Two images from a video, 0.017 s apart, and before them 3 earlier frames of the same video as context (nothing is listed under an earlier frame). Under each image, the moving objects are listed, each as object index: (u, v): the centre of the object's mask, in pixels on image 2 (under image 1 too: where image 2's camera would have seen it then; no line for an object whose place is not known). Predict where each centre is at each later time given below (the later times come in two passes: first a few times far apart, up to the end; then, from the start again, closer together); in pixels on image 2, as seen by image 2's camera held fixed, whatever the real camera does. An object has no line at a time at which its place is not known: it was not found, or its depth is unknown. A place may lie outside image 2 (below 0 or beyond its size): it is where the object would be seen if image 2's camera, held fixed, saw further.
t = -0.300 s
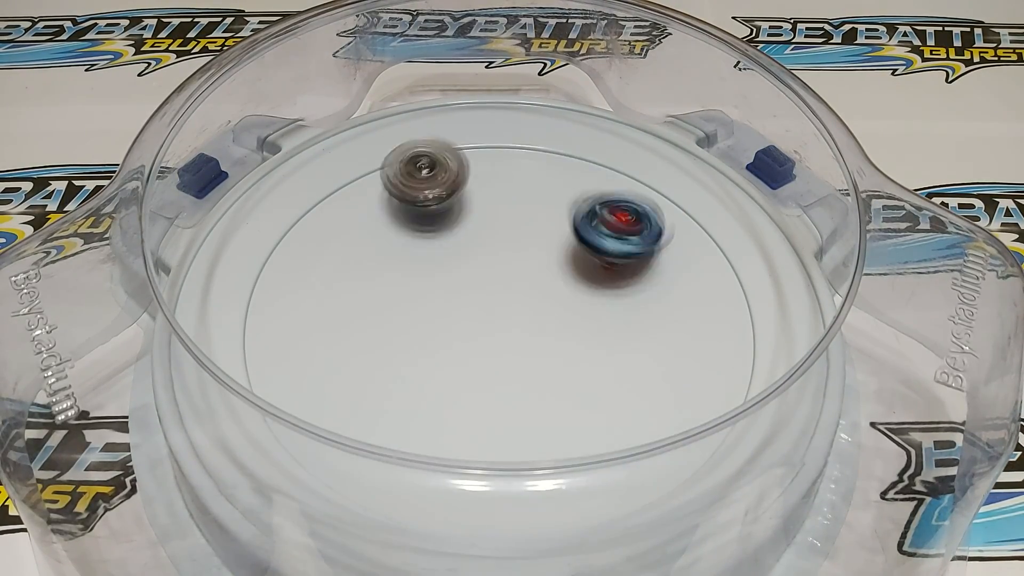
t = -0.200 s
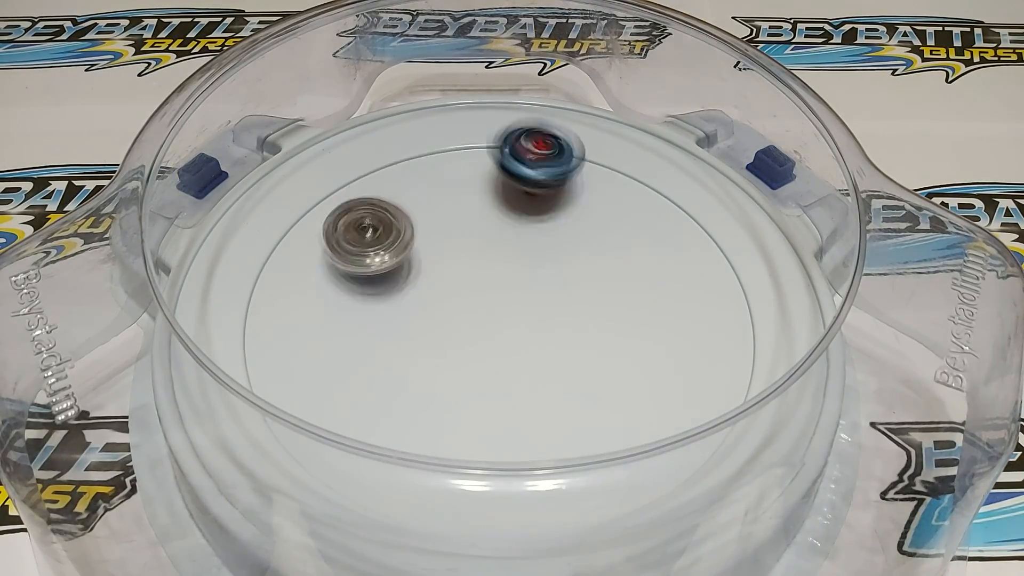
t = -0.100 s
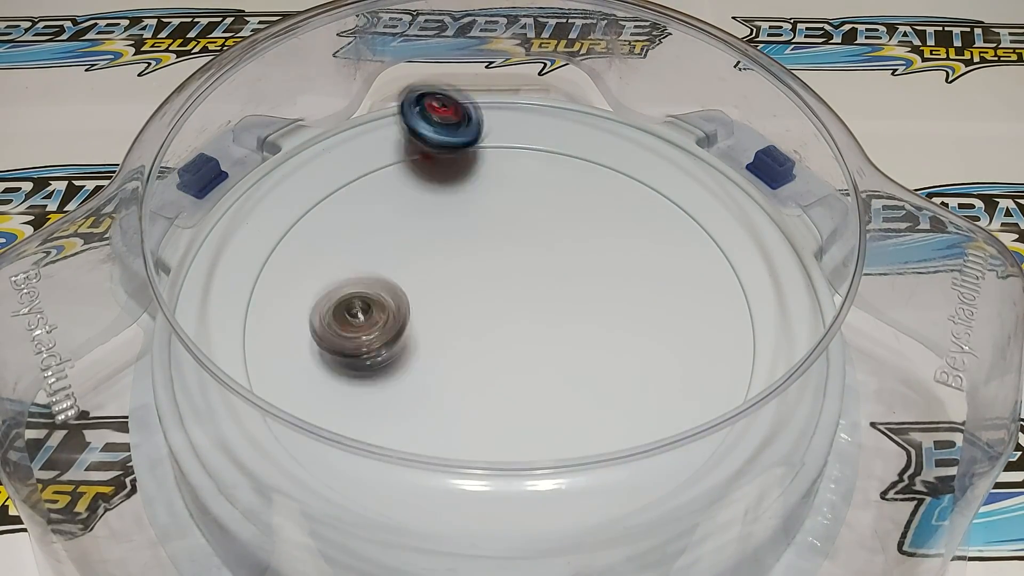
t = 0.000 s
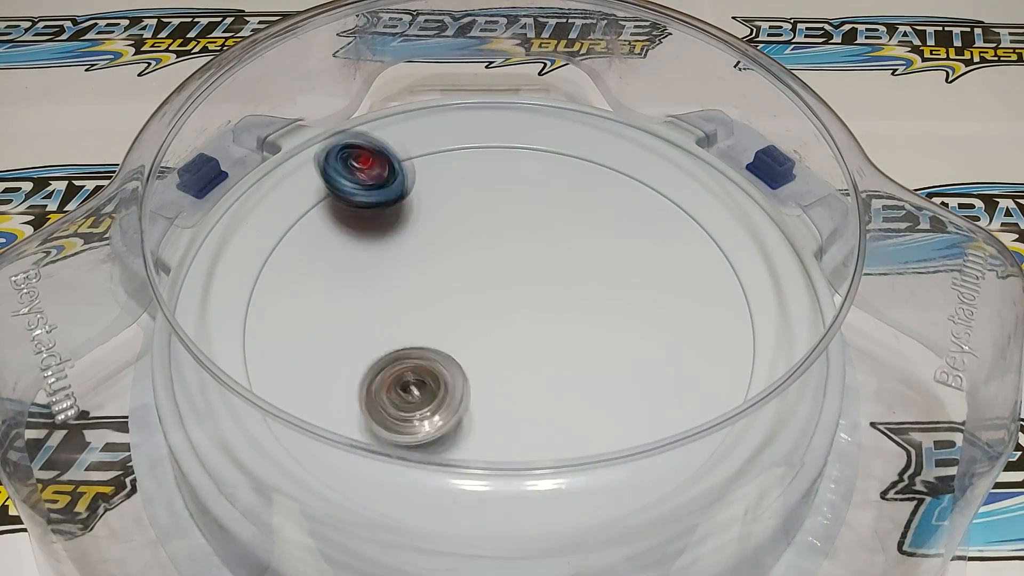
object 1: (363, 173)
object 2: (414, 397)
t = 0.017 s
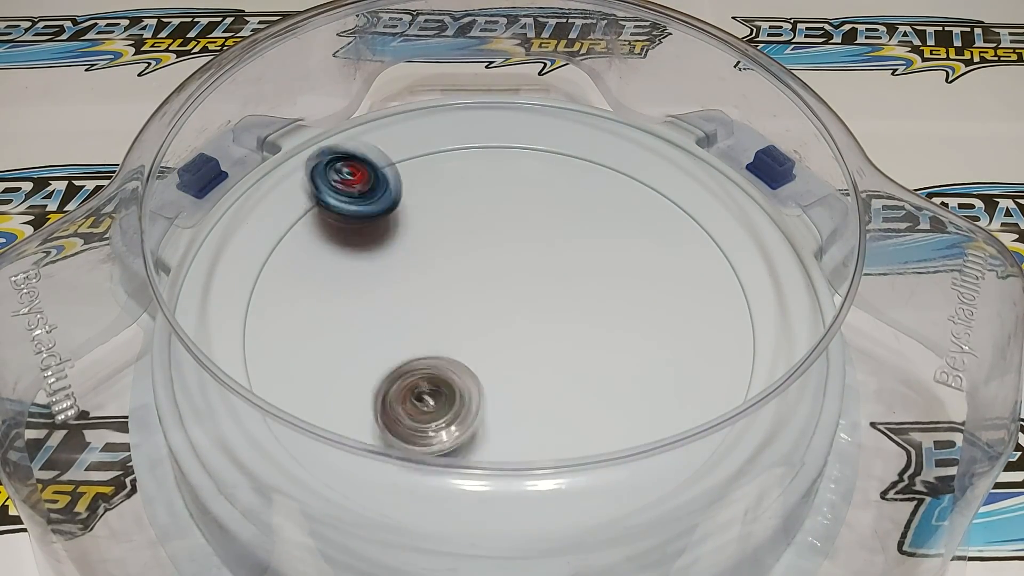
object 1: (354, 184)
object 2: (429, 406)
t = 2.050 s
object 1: (319, 221)
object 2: (425, 219)
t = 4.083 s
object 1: (517, 297)
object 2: (452, 209)
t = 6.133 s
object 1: (491, 191)
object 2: (458, 389)
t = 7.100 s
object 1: (550, 337)
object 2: (445, 215)
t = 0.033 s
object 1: (343, 195)
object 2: (446, 414)
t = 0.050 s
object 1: (334, 210)
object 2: (462, 417)
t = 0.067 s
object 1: (327, 220)
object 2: (477, 420)
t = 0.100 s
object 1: (316, 249)
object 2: (511, 424)
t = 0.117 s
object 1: (310, 261)
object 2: (528, 424)
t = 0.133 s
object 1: (311, 276)
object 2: (544, 424)
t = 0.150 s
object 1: (309, 289)
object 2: (562, 422)
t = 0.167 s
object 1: (315, 305)
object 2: (579, 420)
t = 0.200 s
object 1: (329, 334)
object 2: (609, 412)
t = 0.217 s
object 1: (338, 344)
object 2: (623, 406)
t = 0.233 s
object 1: (352, 359)
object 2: (636, 401)
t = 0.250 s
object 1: (366, 368)
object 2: (645, 395)
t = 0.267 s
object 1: (384, 379)
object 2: (658, 386)
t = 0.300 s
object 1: (422, 396)
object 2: (674, 366)
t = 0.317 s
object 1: (441, 401)
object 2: (680, 355)
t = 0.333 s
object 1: (466, 404)
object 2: (683, 343)
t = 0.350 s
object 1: (486, 404)
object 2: (685, 332)
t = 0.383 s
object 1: (530, 401)
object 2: (685, 311)
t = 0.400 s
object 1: (554, 393)
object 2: (683, 301)
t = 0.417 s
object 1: (573, 386)
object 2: (679, 289)
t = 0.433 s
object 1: (593, 378)
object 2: (674, 278)
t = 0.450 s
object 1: (608, 371)
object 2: (667, 267)
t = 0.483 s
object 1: (639, 347)
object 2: (650, 249)
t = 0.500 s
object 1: (655, 336)
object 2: (639, 242)
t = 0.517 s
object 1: (663, 321)
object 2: (627, 236)
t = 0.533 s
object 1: (674, 306)
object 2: (614, 228)
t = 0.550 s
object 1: (679, 292)
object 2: (600, 222)
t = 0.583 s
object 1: (688, 262)
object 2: (573, 212)
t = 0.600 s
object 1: (691, 248)
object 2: (558, 209)
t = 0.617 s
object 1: (692, 232)
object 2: (544, 207)
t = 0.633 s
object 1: (692, 215)
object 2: (529, 205)
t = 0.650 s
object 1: (690, 203)
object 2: (513, 205)
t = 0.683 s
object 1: (682, 177)
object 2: (484, 206)
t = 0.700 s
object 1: (670, 165)
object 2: (469, 207)
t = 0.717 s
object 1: (657, 160)
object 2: (455, 208)
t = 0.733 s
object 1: (639, 157)
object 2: (442, 213)
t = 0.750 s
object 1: (628, 154)
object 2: (429, 217)
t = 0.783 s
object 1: (597, 148)
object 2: (405, 228)
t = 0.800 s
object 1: (580, 143)
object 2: (394, 236)
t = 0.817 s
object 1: (565, 141)
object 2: (385, 243)
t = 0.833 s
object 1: (549, 140)
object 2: (376, 247)
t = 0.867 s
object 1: (515, 139)
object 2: (360, 265)
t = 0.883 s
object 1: (499, 138)
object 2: (355, 276)
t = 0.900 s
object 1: (479, 141)
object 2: (350, 287)
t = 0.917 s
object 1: (464, 143)
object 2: (346, 297)
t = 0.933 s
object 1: (446, 150)
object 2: (344, 309)
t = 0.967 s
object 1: (416, 165)
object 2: (341, 324)
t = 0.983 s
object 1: (398, 174)
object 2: (342, 336)
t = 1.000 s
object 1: (388, 185)
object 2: (345, 349)
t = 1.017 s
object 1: (373, 196)
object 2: (349, 359)
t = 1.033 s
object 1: (363, 210)
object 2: (354, 370)
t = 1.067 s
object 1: (345, 240)
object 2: (368, 391)
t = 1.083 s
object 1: (340, 257)
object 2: (376, 394)
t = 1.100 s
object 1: (336, 273)
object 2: (387, 403)
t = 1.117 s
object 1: (334, 292)
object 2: (398, 409)
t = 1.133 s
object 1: (337, 309)
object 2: (412, 414)
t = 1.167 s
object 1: (346, 346)
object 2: (438, 421)
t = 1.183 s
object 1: (354, 364)
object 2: (453, 423)
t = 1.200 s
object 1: (365, 384)
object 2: (469, 424)
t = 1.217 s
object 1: (378, 394)
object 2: (490, 425)
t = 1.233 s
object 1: (384, 398)
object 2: (517, 445)
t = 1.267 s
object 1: (390, 405)
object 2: (571, 446)
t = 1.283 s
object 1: (397, 408)
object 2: (597, 443)
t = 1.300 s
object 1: (404, 410)
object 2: (621, 441)
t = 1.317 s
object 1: (414, 412)
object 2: (645, 437)
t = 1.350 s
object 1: (434, 416)
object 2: (680, 427)
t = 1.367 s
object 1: (448, 417)
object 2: (694, 419)
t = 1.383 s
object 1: (459, 416)
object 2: (707, 410)
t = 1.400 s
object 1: (471, 414)
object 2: (716, 396)
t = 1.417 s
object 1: (485, 412)
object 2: (722, 380)
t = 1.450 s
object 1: (510, 397)
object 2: (730, 364)
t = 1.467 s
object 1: (520, 388)
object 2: (733, 353)
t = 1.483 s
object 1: (528, 378)
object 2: (731, 338)
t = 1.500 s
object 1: (537, 368)
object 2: (726, 330)
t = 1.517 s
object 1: (543, 358)
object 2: (722, 320)
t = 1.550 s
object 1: (554, 333)
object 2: (708, 294)
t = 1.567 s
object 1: (555, 322)
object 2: (699, 286)
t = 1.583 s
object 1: (557, 310)
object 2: (690, 276)
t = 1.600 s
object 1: (559, 299)
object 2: (679, 266)
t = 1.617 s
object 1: (556, 288)
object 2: (668, 256)
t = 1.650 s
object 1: (551, 266)
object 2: (646, 240)
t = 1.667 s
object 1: (544, 252)
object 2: (636, 232)
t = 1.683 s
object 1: (534, 246)
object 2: (630, 224)
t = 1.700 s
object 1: (522, 237)
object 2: (626, 215)
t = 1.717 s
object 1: (510, 228)
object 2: (621, 209)
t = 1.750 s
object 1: (489, 211)
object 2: (608, 196)
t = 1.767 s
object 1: (477, 203)
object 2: (600, 190)
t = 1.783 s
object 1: (466, 195)
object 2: (592, 186)
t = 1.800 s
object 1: (456, 189)
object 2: (582, 183)
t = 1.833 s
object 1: (432, 179)
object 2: (563, 174)
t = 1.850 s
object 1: (421, 175)
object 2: (553, 175)
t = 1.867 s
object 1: (408, 173)
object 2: (541, 175)
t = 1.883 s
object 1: (397, 170)
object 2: (530, 174)
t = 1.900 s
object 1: (387, 169)
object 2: (518, 174)
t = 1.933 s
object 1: (364, 171)
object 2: (495, 179)
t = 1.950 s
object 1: (355, 174)
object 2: (484, 182)
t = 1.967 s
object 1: (345, 180)
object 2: (473, 184)
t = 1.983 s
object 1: (337, 184)
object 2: (462, 190)
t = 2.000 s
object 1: (331, 191)
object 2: (452, 198)
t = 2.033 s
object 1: (319, 210)
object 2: (434, 209)
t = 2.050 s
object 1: (319, 221)
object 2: (425, 219)
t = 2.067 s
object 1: (319, 234)
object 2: (418, 230)
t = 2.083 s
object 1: (319, 247)
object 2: (413, 241)
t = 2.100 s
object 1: (319, 257)
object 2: (411, 247)
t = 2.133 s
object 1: (312, 280)
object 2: (416, 275)
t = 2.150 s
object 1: (312, 290)
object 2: (421, 290)
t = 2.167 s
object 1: (314, 302)
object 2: (425, 297)
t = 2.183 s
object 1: (314, 314)
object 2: (429, 310)
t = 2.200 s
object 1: (315, 325)
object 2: (434, 325)
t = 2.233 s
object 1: (326, 347)
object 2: (445, 343)
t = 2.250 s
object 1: (333, 358)
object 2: (452, 355)
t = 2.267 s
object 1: (343, 369)
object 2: (460, 368)
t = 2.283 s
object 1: (355, 380)
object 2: (467, 374)
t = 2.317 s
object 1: (379, 395)
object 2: (485, 390)
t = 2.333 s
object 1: (389, 400)
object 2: (499, 399)
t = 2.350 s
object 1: (397, 404)
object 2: (515, 400)
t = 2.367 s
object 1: (406, 408)
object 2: (534, 406)
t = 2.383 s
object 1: (413, 411)
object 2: (549, 410)
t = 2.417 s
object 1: (436, 416)
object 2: (578, 411)
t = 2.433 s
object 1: (447, 417)
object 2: (592, 410)
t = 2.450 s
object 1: (459, 418)
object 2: (605, 407)
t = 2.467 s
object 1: (473, 416)
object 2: (615, 407)
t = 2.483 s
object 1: (485, 414)
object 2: (627, 403)
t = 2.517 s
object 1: (509, 402)
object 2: (646, 396)
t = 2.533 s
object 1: (520, 392)
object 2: (654, 392)
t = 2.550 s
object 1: (529, 384)
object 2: (660, 387)
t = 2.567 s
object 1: (536, 374)
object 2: (666, 380)
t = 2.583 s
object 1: (542, 364)
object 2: (671, 374)
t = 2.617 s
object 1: (550, 343)
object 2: (675, 358)
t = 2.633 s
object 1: (552, 331)
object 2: (677, 350)
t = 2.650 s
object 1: (553, 320)
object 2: (676, 339)
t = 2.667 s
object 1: (554, 309)
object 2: (673, 331)
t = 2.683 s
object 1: (553, 299)
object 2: (670, 323)
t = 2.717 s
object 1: (546, 278)
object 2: (657, 305)
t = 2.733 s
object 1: (546, 268)
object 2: (649, 298)
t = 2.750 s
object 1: (542, 260)
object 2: (641, 290)
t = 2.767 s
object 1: (536, 251)
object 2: (630, 282)
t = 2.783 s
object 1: (531, 241)
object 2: (618, 278)
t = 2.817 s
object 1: (518, 224)
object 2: (598, 268)
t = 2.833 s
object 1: (508, 213)
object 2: (588, 268)
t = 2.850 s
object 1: (499, 203)
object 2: (577, 267)
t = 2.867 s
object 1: (492, 194)
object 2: (566, 264)
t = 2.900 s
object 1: (477, 183)
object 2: (542, 266)
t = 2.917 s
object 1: (468, 176)
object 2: (530, 262)
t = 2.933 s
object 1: (462, 171)
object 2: (518, 265)
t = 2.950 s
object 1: (454, 163)
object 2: (505, 267)
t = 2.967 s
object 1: (445, 160)
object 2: (493, 265)
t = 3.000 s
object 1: (432, 153)
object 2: (470, 272)
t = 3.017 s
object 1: (424, 151)
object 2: (459, 274)
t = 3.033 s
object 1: (416, 149)
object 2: (448, 275)
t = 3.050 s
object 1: (410, 150)
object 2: (438, 280)
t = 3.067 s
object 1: (403, 148)
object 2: (428, 284)
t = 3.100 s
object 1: (390, 157)
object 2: (411, 291)
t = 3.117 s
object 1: (383, 159)
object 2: (403, 295)
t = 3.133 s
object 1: (377, 165)
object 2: (395, 297)
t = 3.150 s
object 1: (374, 173)
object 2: (389, 304)
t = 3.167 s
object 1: (372, 183)
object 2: (383, 309)
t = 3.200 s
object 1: (368, 200)
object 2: (374, 319)
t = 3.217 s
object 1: (372, 213)
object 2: (371, 325)
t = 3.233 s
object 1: (376, 224)
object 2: (367, 326)
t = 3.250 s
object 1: (378, 234)
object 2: (364, 335)
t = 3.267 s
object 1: (383, 246)
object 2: (363, 342)
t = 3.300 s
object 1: (399, 268)
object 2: (361, 352)
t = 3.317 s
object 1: (405, 278)
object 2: (363, 360)
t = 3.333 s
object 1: (414, 288)
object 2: (363, 362)
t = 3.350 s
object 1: (424, 298)
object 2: (366, 372)
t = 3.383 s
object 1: (444, 318)
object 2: (371, 382)
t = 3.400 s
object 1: (456, 326)
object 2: (375, 392)
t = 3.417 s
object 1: (466, 334)
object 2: (382, 400)
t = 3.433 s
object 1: (476, 337)
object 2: (388, 401)
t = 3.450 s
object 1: (487, 348)
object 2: (397, 408)
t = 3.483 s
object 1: (507, 361)
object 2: (417, 411)
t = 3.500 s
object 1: (518, 366)
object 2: (429, 416)
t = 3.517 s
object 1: (529, 374)
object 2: (442, 416)
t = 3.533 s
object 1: (542, 377)
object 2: (447, 417)
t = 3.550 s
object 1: (555, 380)
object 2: (453, 419)
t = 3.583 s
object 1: (583, 382)
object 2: (470, 417)
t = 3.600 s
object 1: (593, 386)
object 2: (477, 415)
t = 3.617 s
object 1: (604, 389)
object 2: (486, 411)
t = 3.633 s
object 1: (615, 389)
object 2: (494, 403)
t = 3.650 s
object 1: (624, 388)
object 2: (499, 396)
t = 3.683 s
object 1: (639, 389)
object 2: (510, 378)
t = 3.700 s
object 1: (647, 388)
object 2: (513, 370)
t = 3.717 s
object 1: (653, 388)
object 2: (516, 359)
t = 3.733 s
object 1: (659, 387)
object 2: (517, 351)
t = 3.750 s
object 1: (664, 385)
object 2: (518, 341)
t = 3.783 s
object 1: (670, 380)
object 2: (518, 324)
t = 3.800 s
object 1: (671, 376)
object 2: (517, 310)
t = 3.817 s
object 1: (672, 371)
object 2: (516, 305)
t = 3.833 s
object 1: (670, 365)
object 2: (513, 297)
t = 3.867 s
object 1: (661, 352)
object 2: (509, 280)
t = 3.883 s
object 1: (653, 346)
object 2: (504, 272)
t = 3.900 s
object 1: (644, 340)
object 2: (502, 263)
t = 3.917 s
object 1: (635, 336)
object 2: (498, 258)
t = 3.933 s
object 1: (622, 330)
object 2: (493, 251)
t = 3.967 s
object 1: (600, 320)
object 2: (485, 240)
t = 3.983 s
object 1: (587, 316)
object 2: (481, 231)
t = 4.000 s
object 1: (576, 312)
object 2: (476, 229)
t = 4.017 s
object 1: (562, 308)
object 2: (471, 225)
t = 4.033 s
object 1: (550, 305)
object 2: (467, 219)
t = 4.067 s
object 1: (527, 298)
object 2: (457, 214)
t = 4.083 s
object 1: (517, 297)
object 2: (452, 209)
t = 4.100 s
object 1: (506, 293)
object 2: (447, 209)
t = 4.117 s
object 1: (496, 290)
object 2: (443, 206)
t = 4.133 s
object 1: (489, 287)
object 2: (438, 204)
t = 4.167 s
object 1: (469, 281)
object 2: (428, 201)
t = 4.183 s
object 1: (461, 278)
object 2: (423, 203)
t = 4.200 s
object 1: (450, 276)
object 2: (418, 199)
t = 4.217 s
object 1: (444, 286)
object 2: (414, 193)
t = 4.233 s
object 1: (437, 283)
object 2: (411, 192)
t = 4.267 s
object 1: (428, 281)
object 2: (404, 186)
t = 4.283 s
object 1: (421, 283)
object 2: (402, 184)
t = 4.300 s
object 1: (419, 288)
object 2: (399, 181)
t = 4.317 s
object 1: (416, 287)
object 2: (397, 183)
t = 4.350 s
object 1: (414, 289)
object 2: (392, 184)
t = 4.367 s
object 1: (412, 289)
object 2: (392, 187)
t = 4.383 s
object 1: (412, 291)
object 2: (390, 185)
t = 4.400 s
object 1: (413, 290)
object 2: (389, 190)
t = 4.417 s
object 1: (418, 290)
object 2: (389, 190)
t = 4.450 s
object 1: (426, 290)
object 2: (390, 202)
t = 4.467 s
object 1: (431, 289)
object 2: (391, 203)
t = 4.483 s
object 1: (436, 286)
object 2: (392, 210)
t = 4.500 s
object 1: (446, 287)
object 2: (396, 212)
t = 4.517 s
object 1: (453, 283)
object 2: (400, 219)
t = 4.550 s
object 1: (466, 287)
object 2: (411, 224)
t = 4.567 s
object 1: (475, 291)
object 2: (415, 229)
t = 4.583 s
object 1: (484, 292)
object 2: (424, 229)
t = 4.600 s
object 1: (495, 298)
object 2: (431, 230)
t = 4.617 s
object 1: (504, 302)
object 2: (439, 234)
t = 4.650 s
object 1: (519, 311)
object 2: (454, 234)
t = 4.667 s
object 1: (528, 317)
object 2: (461, 231)
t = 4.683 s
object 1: (534, 319)
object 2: (469, 234)
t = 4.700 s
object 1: (541, 324)
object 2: (477, 233)
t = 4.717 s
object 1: (547, 328)
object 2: (485, 234)
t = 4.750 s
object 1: (555, 336)
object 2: (501, 234)
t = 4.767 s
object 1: (558, 340)
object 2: (509, 235)
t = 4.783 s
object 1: (560, 344)
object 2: (515, 232)
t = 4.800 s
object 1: (562, 347)
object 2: (523, 234)
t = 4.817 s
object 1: (563, 352)
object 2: (530, 234)
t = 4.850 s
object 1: (564, 356)
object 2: (543, 234)
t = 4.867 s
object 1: (561, 367)
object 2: (548, 231)
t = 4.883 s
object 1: (560, 366)
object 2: (554, 233)
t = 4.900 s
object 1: (557, 371)
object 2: (558, 230)
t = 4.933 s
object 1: (553, 380)
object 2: (568, 231)
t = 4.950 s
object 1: (552, 384)
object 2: (572, 230)
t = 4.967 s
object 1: (547, 387)
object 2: (576, 230)
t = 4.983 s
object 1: (544, 393)
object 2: (579, 228)
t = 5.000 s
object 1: (540, 396)
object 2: (583, 230)
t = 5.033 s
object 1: (536, 401)
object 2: (588, 229)
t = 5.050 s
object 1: (534, 403)
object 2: (591, 229)
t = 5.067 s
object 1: (530, 405)
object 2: (591, 230)
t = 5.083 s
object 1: (525, 405)
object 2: (593, 231)
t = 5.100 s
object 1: (523, 405)
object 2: (593, 230)
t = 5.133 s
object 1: (517, 401)
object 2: (593, 231)
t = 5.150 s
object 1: (514, 401)
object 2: (593, 234)
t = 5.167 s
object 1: (510, 398)
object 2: (593, 235)
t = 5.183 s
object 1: (506, 396)
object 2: (591, 238)
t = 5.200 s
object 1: (502, 392)
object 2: (591, 241)
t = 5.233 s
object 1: (493, 385)
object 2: (587, 248)
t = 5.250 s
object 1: (490, 381)
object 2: (585, 248)
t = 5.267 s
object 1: (486, 378)
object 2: (583, 254)
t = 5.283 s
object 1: (483, 373)
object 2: (580, 254)
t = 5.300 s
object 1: (479, 370)
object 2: (577, 262)
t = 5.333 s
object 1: (469, 362)
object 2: (572, 270)
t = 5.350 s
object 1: (462, 357)
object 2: (571, 277)
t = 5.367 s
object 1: (459, 353)
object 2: (567, 281)
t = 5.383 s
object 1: (456, 349)
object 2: (566, 288)
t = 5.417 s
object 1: (450, 341)
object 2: (562, 299)
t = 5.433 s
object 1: (446, 336)
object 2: (561, 305)
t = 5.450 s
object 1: (442, 331)
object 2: (559, 310)
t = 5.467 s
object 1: (438, 327)
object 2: (559, 318)
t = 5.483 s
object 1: (434, 322)
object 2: (557, 321)
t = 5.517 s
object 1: (430, 313)
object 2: (557, 331)
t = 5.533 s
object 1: (430, 311)
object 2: (558, 340)
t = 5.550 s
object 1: (427, 305)
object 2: (558, 341)
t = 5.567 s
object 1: (424, 301)
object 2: (560, 349)
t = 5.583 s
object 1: (422, 299)
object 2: (562, 354)
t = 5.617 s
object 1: (420, 290)
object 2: (566, 364)
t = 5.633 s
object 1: (421, 287)
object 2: (567, 365)
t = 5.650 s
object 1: (421, 286)
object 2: (569, 371)
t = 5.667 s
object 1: (420, 282)
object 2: (571, 369)
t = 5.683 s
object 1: (419, 278)
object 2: (574, 375)
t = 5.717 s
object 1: (420, 272)
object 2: (579, 378)
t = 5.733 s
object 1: (422, 272)
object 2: (581, 374)
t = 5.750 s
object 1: (424, 266)
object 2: (583, 377)
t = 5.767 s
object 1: (425, 264)
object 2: (586, 376)
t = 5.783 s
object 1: (428, 263)
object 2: (585, 374)
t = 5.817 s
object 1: (430, 259)
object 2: (583, 367)
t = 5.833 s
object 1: (432, 258)
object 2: (582, 365)
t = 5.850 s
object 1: (434, 258)
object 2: (578, 362)
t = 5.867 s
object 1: (438, 256)
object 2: (575, 358)
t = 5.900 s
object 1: (443, 254)
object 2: (564, 350)
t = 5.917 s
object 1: (448, 258)
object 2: (558, 343)
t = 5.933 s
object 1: (452, 256)
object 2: (551, 344)
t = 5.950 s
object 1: (453, 256)
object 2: (545, 339)
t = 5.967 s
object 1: (456, 256)
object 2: (537, 338)
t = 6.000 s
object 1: (464, 258)
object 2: (521, 332)
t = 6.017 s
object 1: (468, 258)
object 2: (513, 331)
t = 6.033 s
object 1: (471, 256)
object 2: (505, 331)
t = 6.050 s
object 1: (475, 248)
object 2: (496, 346)
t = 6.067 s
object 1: (480, 240)
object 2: (488, 353)
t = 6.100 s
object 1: (486, 212)
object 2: (472, 372)
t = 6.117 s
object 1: (489, 202)
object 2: (465, 384)
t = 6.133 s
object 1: (491, 191)
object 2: (458, 389)
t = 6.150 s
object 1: (493, 183)
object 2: (454, 399)
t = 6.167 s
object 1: (495, 176)
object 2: (449, 400)
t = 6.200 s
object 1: (502, 171)
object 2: (443, 411)
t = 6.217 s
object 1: (506, 173)
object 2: (444, 415)
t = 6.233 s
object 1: (509, 175)
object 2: (442, 416)
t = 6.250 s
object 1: (511, 176)
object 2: (442, 417)
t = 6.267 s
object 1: (513, 179)
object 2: (442, 419)
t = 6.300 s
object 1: (518, 184)
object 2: (443, 422)
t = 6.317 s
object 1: (519, 188)
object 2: (442, 421)
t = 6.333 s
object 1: (521, 192)
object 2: (445, 423)
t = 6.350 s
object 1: (523, 197)
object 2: (445, 422)
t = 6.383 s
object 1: (527, 209)
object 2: (450, 422)
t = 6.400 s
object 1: (530, 215)
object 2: (454, 422)
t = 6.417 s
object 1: (532, 223)
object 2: (456, 421)
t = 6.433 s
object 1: (534, 230)
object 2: (460, 420)
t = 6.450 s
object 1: (536, 237)
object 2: (461, 418)
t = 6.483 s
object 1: (540, 254)
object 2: (467, 410)
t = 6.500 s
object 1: (542, 262)
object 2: (472, 400)
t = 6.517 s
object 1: (544, 271)
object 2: (472, 393)
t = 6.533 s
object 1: (546, 280)
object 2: (475, 385)
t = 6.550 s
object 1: (548, 289)
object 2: (474, 379)
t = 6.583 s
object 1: (551, 306)
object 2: (474, 363)
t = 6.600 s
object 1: (552, 314)
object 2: (473, 356)
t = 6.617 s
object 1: (554, 321)
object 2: (472, 349)
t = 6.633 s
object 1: (556, 330)
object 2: (470, 342)
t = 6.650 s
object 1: (558, 336)
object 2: (470, 335)
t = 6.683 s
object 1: (562, 346)
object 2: (467, 321)
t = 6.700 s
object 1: (564, 350)
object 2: (464, 315)
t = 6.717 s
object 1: (566, 354)
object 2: (464, 308)
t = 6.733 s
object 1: (569, 357)
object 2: (461, 302)
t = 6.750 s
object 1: (570, 360)
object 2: (461, 294)
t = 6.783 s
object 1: (573, 364)
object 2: (457, 281)
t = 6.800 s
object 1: (575, 365)
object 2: (455, 279)
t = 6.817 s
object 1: (575, 366)
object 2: (454, 271)
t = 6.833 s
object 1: (576, 366)
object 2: (453, 270)
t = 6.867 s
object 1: (575, 366)
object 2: (451, 261)
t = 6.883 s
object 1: (574, 365)
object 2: (450, 254)
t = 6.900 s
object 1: (572, 365)
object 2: (449, 253)
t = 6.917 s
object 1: (571, 363)
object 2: (448, 246)
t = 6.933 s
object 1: (569, 362)
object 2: (448, 246)
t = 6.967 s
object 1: (565, 358)
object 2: (447, 238)
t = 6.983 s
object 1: (562, 357)
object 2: (446, 235)
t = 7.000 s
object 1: (560, 355)
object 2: (446, 229)
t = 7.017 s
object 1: (558, 352)
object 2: (445, 229)
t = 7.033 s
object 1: (556, 349)
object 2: (445, 223)
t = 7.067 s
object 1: (552, 343)
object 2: (445, 218)
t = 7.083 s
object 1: (550, 340)
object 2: (445, 220)
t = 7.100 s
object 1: (550, 337)
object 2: (445, 215)
